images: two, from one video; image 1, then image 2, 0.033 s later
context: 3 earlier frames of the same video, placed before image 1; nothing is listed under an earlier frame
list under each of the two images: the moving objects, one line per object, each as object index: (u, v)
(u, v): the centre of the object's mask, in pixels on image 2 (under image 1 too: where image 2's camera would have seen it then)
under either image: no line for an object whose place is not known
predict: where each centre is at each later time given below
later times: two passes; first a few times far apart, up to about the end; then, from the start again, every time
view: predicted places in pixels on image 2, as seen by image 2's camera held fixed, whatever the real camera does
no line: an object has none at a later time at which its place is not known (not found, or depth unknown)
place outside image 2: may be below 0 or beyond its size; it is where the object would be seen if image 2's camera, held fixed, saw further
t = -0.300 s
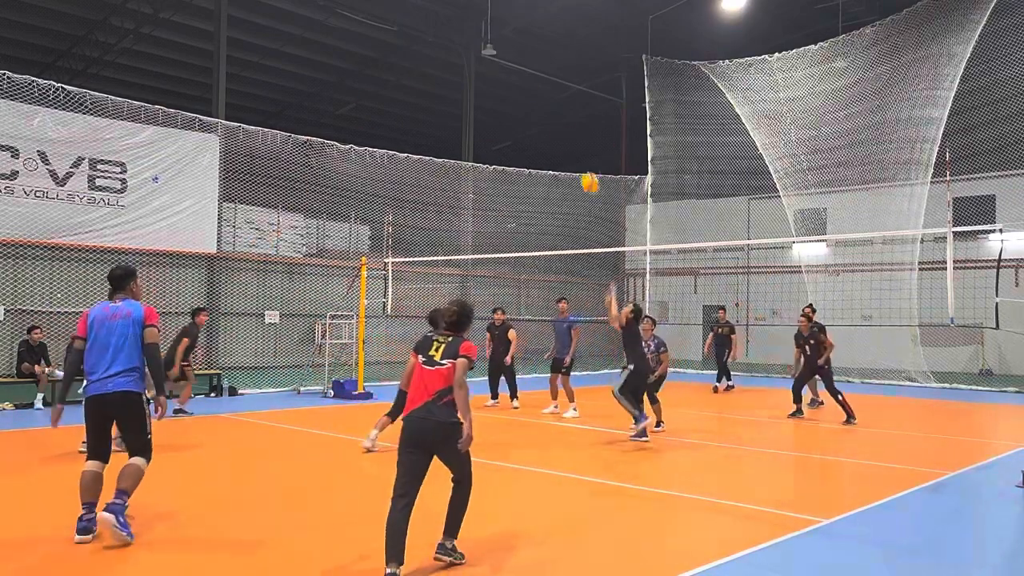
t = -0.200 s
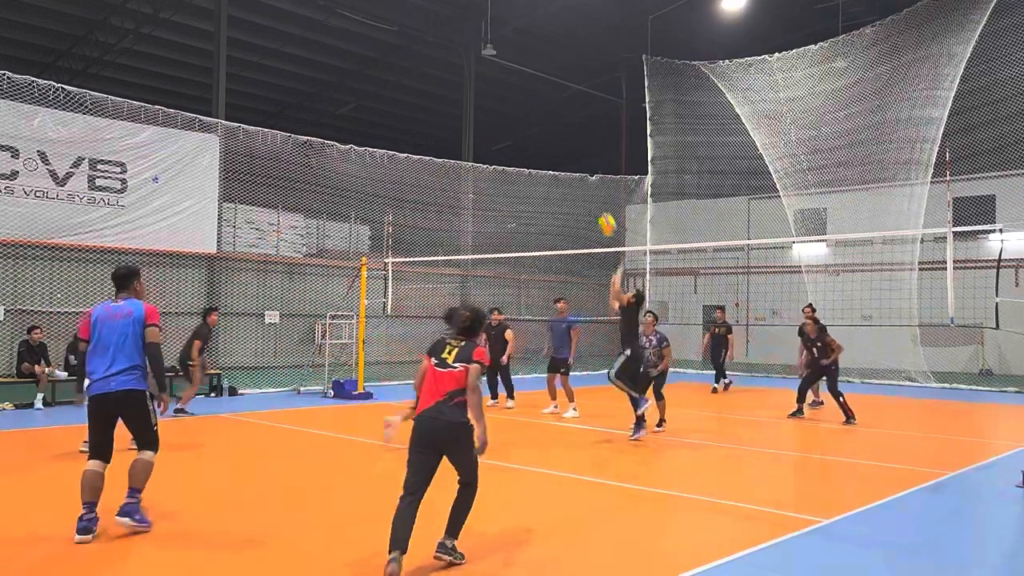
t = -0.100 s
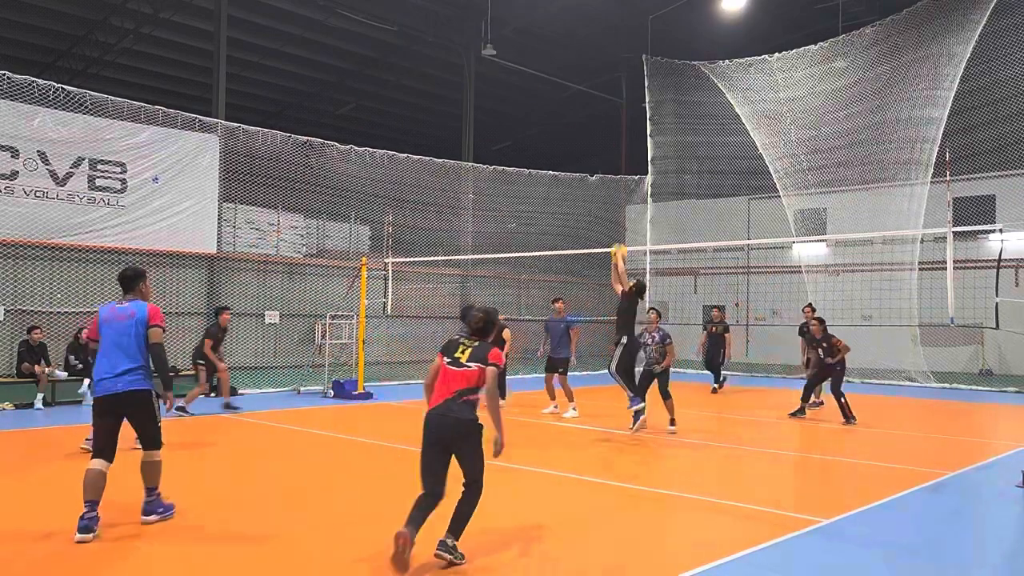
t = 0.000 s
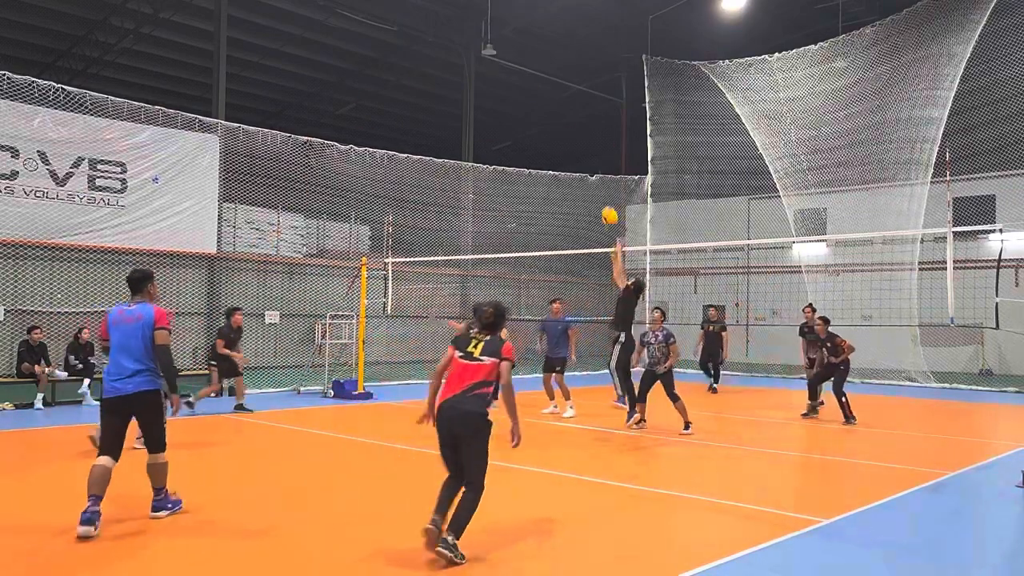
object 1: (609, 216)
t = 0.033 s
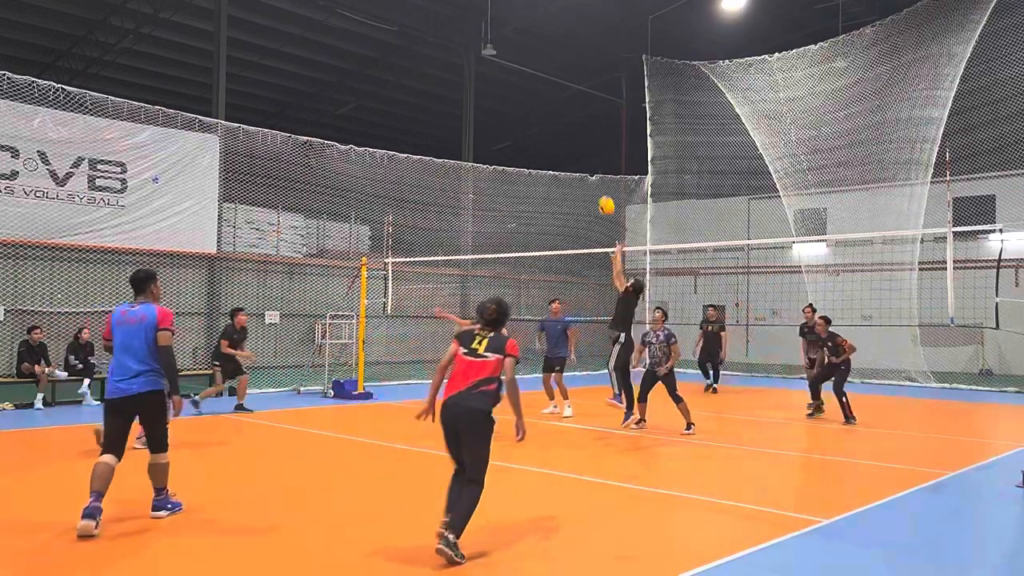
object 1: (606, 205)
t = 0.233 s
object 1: (587, 161)
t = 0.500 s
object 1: (561, 149)
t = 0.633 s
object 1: (549, 162)
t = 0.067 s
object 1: (603, 196)
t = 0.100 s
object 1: (600, 186)
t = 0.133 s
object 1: (596, 178)
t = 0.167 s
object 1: (593, 172)
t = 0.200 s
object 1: (590, 166)
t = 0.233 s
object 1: (587, 161)
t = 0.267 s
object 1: (584, 156)
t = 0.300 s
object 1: (580, 153)
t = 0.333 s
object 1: (577, 150)
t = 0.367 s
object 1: (574, 148)
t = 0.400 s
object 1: (571, 147)
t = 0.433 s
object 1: (567, 147)
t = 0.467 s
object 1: (564, 148)
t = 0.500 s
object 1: (561, 149)
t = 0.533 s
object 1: (558, 151)
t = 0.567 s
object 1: (555, 154)
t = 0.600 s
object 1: (552, 158)
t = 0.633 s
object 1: (549, 162)
